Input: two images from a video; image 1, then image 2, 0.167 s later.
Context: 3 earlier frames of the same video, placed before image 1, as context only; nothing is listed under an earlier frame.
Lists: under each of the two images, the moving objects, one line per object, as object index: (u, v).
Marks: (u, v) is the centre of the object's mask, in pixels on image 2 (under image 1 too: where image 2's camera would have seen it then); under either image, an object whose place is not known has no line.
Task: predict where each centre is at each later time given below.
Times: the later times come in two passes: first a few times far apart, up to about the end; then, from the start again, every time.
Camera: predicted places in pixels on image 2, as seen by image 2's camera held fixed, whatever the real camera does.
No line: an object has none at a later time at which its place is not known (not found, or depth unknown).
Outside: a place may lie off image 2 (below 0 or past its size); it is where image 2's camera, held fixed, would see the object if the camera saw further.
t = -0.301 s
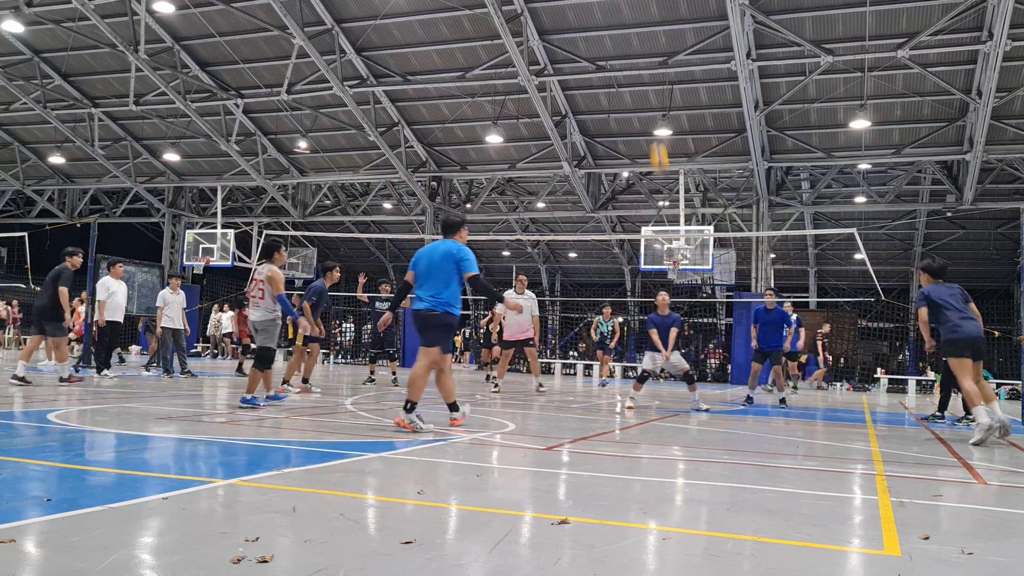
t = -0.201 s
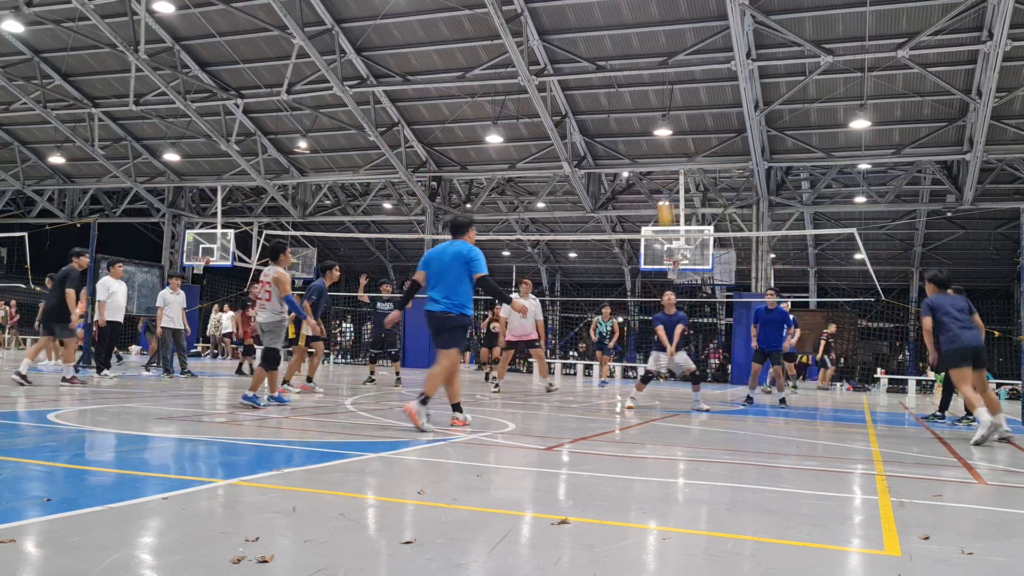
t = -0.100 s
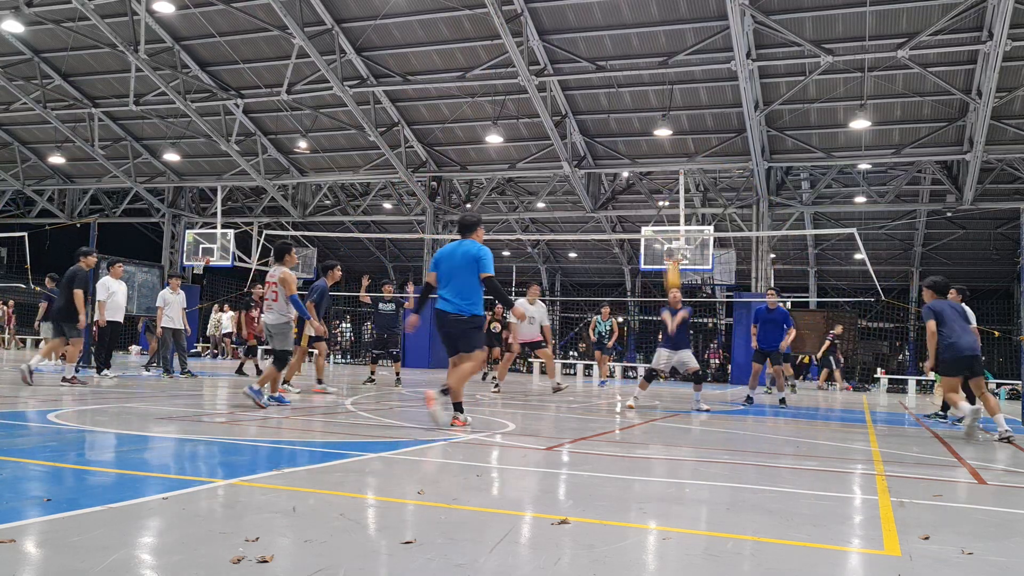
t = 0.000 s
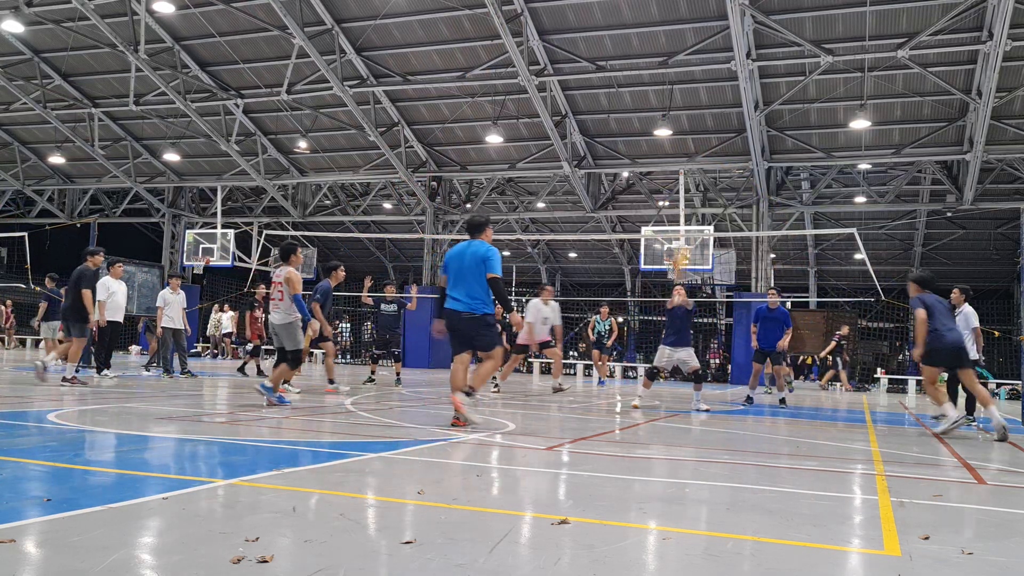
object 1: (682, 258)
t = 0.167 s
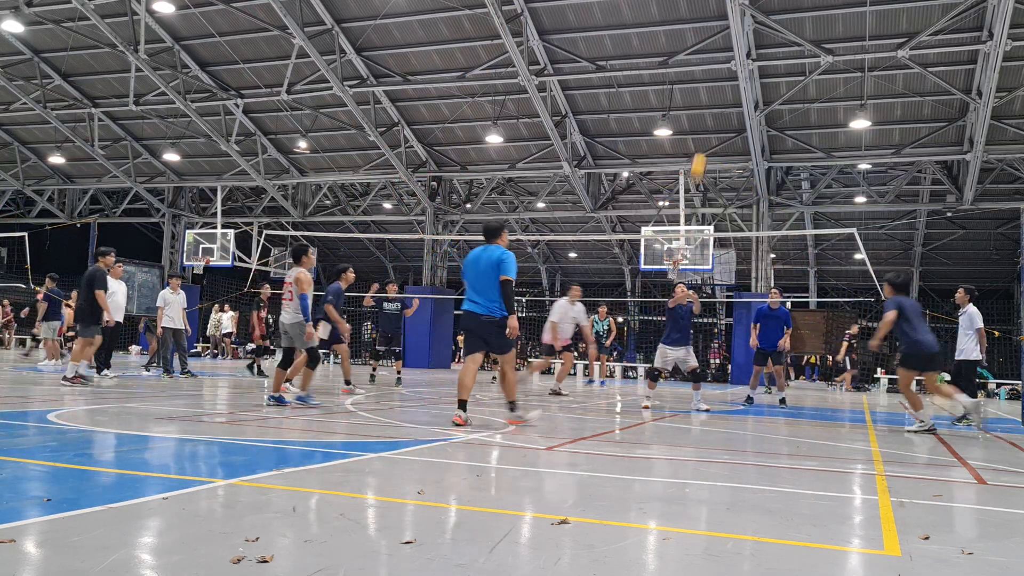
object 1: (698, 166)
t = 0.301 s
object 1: (711, 114)
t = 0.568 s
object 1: (733, 53)
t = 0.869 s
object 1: (755, 51)
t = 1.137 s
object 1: (771, 106)
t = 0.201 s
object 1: (701, 151)
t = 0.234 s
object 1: (704, 139)
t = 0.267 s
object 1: (708, 125)
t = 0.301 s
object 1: (711, 114)
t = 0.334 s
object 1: (713, 102)
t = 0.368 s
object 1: (717, 93)
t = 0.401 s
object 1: (720, 84)
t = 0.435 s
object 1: (722, 76)
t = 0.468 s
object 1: (725, 68)
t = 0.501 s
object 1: (728, 62)
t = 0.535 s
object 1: (730, 57)
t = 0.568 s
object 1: (733, 53)
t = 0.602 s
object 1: (736, 49)
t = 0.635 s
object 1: (739, 46)
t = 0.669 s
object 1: (741, 45)
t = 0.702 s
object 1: (743, 44)
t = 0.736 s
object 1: (746, 43)
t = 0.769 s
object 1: (748, 44)
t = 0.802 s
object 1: (751, 46)
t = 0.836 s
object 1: (753, 49)
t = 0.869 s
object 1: (755, 51)
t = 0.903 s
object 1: (757, 55)
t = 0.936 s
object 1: (759, 60)
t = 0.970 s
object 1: (761, 66)
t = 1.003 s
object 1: (763, 72)
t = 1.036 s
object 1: (766, 80)
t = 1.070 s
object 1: (768, 89)
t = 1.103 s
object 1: (769, 96)
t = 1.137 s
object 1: (771, 106)
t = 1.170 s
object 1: (774, 116)
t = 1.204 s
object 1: (774, 128)
